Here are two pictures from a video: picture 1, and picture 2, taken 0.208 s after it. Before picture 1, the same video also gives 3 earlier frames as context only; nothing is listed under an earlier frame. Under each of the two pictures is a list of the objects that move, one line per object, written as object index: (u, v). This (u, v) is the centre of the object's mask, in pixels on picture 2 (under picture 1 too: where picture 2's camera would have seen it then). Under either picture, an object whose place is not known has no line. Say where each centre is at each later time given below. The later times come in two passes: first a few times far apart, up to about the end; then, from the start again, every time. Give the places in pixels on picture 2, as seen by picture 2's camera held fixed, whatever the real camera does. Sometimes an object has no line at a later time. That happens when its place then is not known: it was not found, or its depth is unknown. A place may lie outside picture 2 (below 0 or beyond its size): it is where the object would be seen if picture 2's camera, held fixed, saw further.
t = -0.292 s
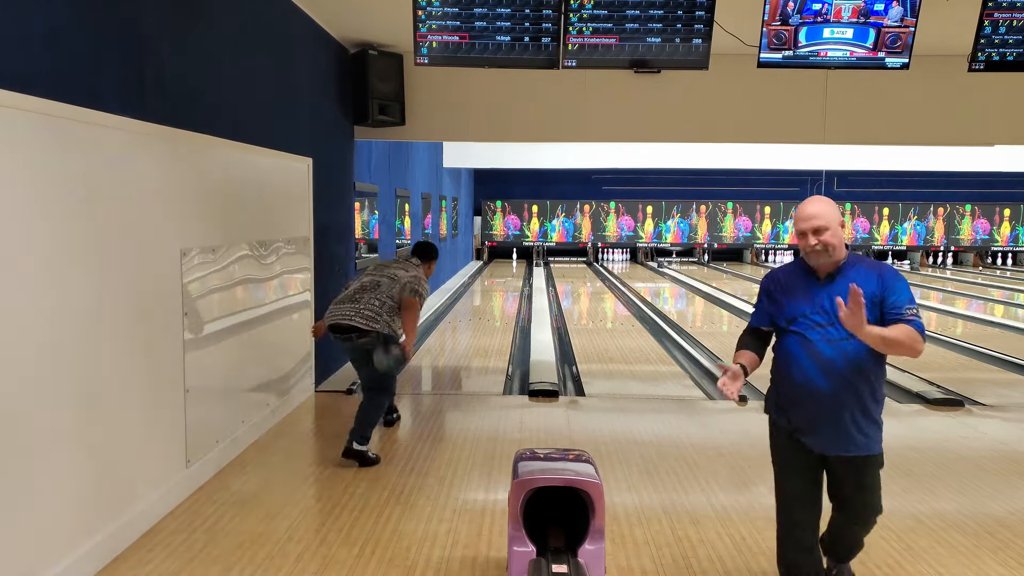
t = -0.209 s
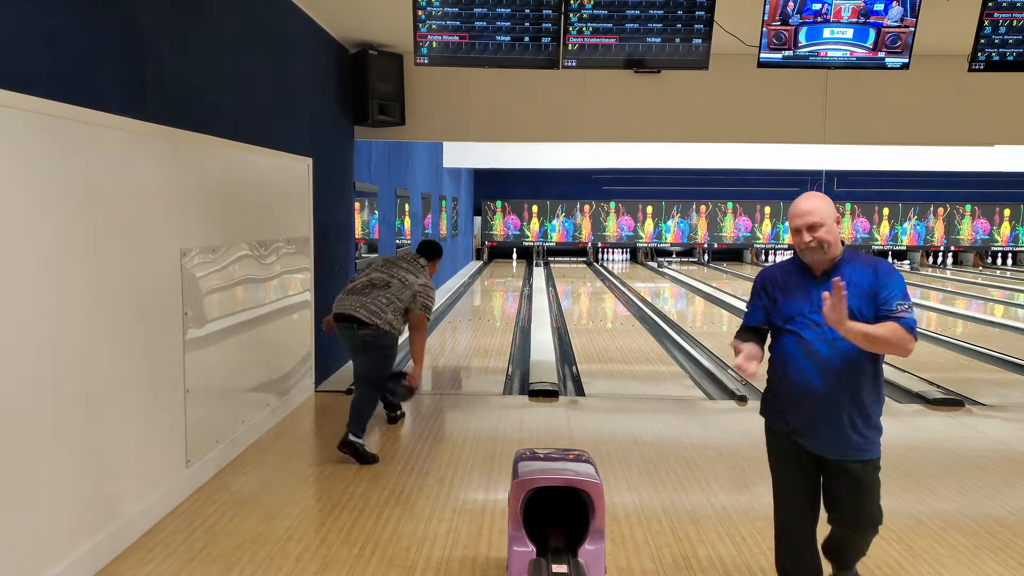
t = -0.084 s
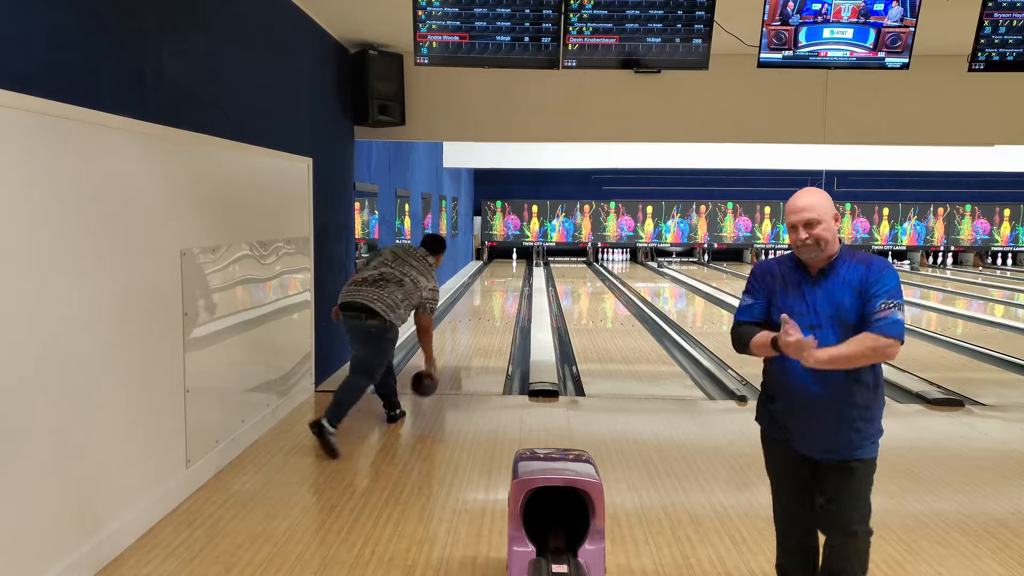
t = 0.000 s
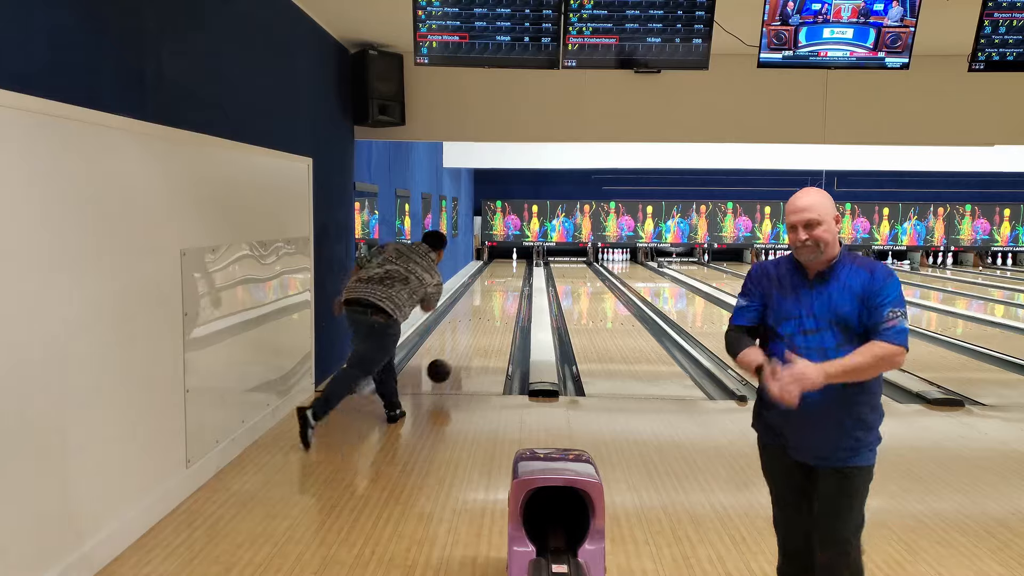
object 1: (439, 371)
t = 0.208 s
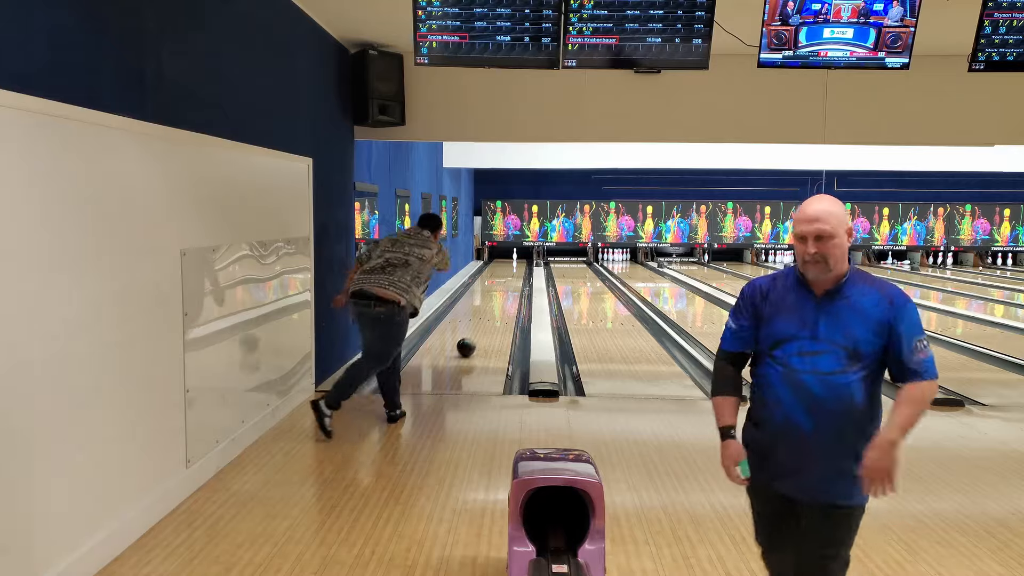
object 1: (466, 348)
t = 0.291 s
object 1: (473, 337)
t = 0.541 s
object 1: (490, 314)
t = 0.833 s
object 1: (503, 297)
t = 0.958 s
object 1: (507, 292)
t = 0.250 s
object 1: (469, 343)
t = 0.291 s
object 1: (473, 337)
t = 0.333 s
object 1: (476, 333)
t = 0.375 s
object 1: (480, 328)
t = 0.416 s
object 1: (482, 325)
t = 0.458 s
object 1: (485, 321)
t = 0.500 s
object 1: (488, 318)
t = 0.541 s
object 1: (490, 314)
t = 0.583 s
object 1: (492, 312)
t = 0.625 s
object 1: (495, 309)
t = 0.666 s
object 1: (496, 307)
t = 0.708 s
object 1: (498, 304)
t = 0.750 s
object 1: (500, 302)
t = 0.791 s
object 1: (502, 299)
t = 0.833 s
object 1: (503, 297)
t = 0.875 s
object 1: (505, 295)
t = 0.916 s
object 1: (506, 294)
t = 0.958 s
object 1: (507, 292)
